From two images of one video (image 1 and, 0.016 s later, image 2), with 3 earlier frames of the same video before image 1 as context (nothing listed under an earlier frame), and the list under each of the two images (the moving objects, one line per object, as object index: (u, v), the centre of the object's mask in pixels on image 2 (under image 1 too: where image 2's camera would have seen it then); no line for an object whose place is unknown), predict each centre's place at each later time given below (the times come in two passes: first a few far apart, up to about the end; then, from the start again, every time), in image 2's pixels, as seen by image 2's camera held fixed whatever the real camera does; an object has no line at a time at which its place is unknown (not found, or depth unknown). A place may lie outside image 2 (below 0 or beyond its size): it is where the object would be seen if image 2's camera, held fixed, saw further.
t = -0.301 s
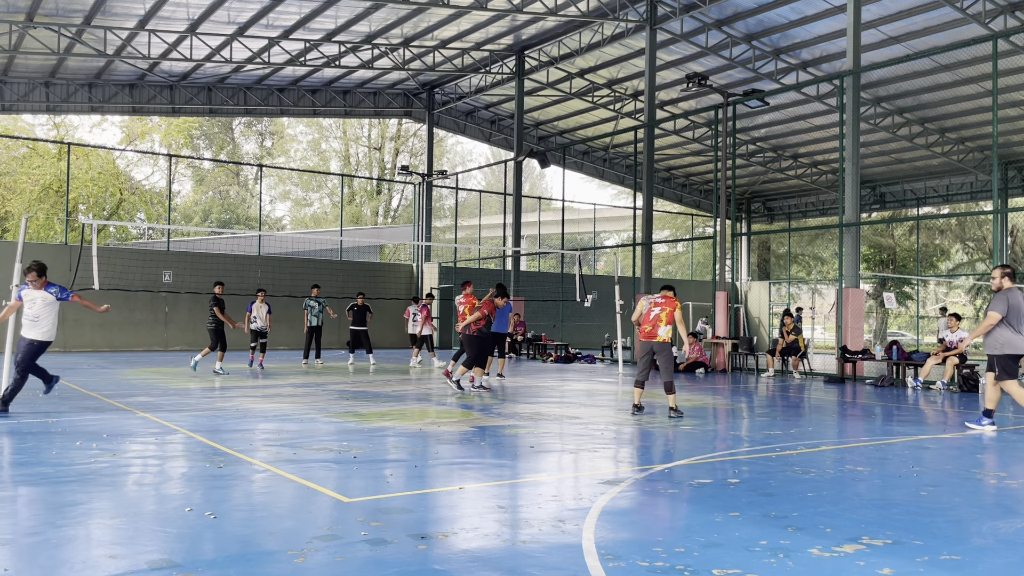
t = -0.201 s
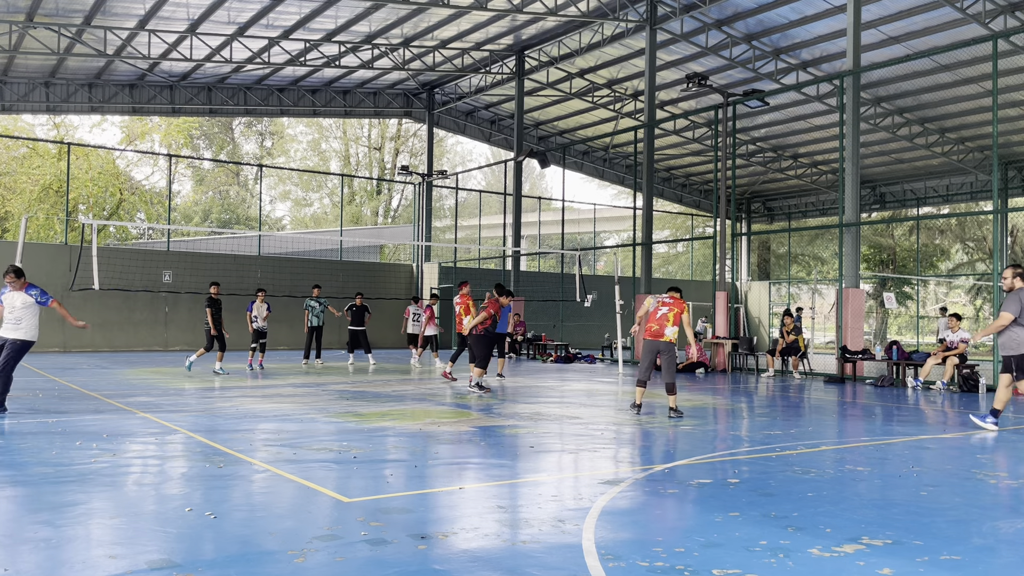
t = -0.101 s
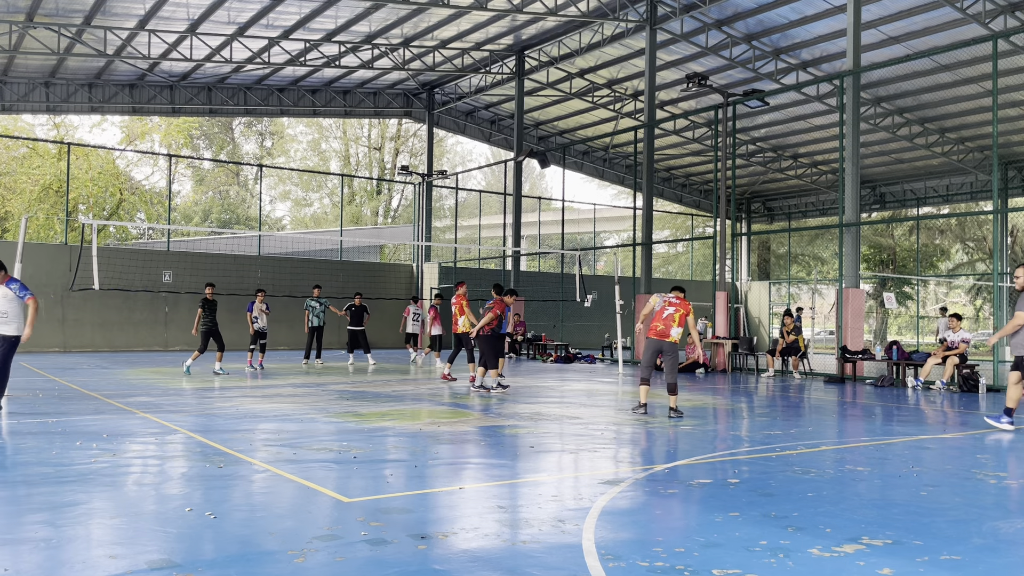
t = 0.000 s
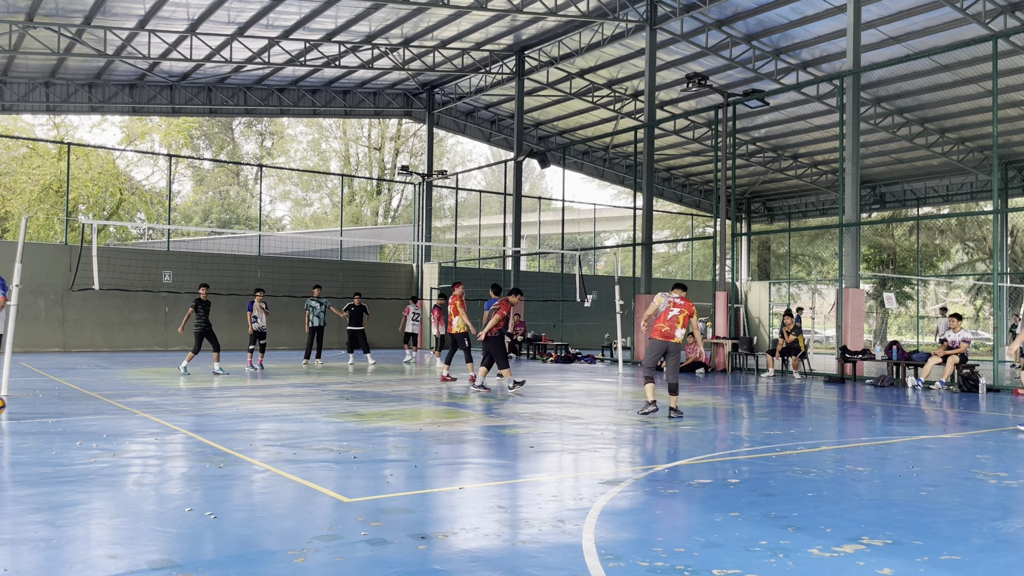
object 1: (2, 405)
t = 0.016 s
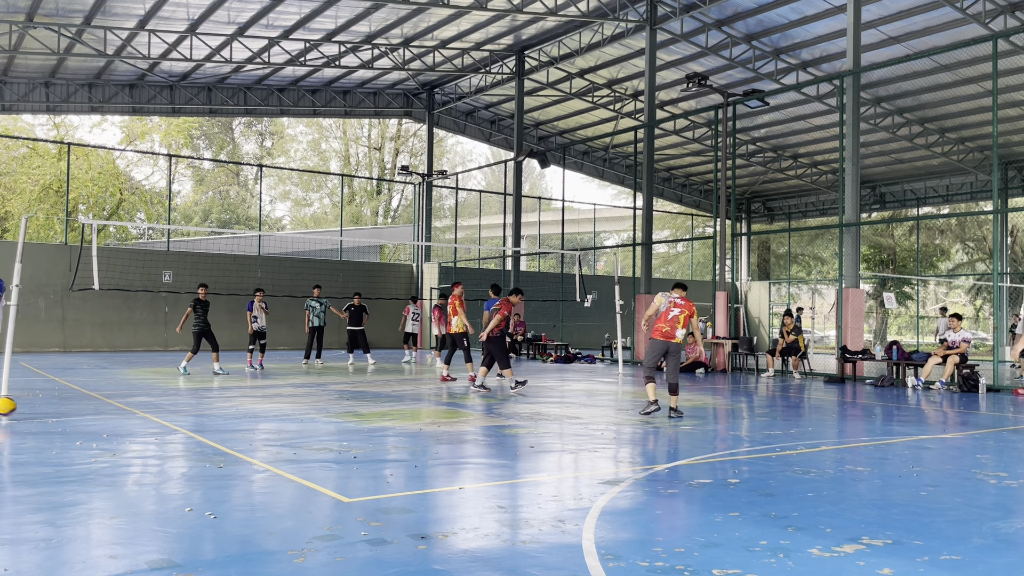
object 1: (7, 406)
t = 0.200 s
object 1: (112, 409)
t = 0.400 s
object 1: (215, 412)
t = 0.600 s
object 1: (303, 416)
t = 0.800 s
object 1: (385, 419)
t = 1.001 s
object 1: (468, 422)
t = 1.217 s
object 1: (558, 425)
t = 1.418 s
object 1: (642, 428)
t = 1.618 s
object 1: (725, 431)
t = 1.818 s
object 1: (809, 433)
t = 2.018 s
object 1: (893, 436)
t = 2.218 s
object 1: (978, 439)
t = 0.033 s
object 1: (15, 407)
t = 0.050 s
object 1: (26, 409)
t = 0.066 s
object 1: (37, 410)
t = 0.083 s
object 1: (47, 411)
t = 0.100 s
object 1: (56, 410)
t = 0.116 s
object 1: (65, 410)
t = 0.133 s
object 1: (75, 409)
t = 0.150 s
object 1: (84, 409)
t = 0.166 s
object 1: (93, 409)
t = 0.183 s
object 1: (103, 409)
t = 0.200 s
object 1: (112, 409)
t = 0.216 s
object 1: (122, 410)
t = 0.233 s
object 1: (131, 411)
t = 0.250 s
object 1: (141, 413)
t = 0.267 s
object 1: (150, 414)
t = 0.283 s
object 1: (158, 413)
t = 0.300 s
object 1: (167, 412)
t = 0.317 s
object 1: (174, 412)
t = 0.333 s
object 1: (182, 411)
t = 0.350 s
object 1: (190, 411)
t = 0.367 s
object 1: (199, 411)
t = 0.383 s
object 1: (207, 411)
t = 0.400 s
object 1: (215, 412)
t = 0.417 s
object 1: (223, 413)
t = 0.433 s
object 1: (231, 414)
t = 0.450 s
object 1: (239, 416)
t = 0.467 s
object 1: (247, 416)
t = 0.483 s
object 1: (253, 415)
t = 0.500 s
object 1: (260, 414)
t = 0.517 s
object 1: (268, 413)
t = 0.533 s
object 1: (274, 413)
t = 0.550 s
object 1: (282, 413)
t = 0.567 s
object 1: (288, 414)
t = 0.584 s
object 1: (295, 415)
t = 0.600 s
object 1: (303, 416)
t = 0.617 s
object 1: (309, 417)
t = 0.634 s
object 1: (316, 419)
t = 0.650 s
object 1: (323, 418)
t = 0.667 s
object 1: (330, 417)
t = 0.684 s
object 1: (337, 417)
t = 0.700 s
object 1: (344, 417)
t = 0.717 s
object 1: (351, 417)
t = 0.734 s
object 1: (358, 417)
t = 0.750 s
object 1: (365, 418)
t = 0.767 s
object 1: (371, 420)
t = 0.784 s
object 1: (378, 420)
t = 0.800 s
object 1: (385, 419)
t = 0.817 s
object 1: (392, 419)
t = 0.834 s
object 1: (399, 419)
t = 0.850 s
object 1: (406, 419)
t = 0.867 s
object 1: (413, 420)
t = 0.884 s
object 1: (420, 420)
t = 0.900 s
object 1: (426, 421)
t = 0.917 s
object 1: (433, 422)
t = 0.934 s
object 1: (440, 421)
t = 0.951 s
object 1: (447, 421)
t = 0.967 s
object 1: (455, 421)
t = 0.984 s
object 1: (461, 421)
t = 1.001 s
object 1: (468, 422)
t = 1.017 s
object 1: (475, 423)
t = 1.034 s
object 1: (482, 422)
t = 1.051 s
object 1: (489, 422)
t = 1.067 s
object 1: (496, 422)
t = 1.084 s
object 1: (503, 422)
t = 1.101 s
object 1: (510, 423)
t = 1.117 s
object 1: (516, 424)
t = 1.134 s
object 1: (523, 425)
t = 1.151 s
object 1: (531, 424)
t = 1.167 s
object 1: (537, 424)
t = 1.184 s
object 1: (544, 424)
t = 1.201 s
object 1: (551, 424)
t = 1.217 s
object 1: (558, 425)
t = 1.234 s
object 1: (565, 426)
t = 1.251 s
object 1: (571, 426)
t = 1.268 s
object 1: (578, 425)
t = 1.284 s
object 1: (585, 425)
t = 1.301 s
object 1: (592, 426)
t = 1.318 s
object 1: (600, 427)
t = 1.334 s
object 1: (607, 427)
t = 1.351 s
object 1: (613, 427)
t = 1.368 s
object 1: (620, 427)
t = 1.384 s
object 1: (627, 427)
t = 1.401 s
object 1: (634, 427)
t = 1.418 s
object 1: (642, 428)
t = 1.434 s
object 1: (649, 429)
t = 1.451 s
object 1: (655, 429)
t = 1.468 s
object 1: (662, 429)
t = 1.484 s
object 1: (669, 429)
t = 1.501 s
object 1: (676, 429)
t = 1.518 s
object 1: (683, 429)
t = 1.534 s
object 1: (690, 429)
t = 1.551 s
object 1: (697, 430)
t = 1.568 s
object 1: (704, 431)
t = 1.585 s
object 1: (711, 430)
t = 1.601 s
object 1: (718, 430)
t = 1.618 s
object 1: (725, 431)
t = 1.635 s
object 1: (732, 432)
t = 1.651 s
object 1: (739, 431)
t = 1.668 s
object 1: (746, 431)
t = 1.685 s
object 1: (753, 431)
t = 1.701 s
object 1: (760, 431)
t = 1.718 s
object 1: (767, 432)
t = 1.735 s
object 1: (774, 433)
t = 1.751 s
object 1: (781, 432)
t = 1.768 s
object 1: (788, 432)
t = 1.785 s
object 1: (795, 432)
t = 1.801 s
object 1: (802, 433)
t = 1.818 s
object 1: (809, 433)
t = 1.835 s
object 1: (816, 434)
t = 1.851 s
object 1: (823, 433)
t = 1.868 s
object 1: (830, 433)
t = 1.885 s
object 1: (837, 433)
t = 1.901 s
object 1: (844, 434)
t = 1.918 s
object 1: (851, 435)
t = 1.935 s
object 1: (858, 434)
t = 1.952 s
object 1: (865, 434)
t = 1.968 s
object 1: (872, 434)
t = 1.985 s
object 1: (879, 435)
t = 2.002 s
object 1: (887, 435)
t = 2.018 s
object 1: (893, 436)
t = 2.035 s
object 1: (901, 436)
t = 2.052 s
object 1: (908, 435)
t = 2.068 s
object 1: (915, 435)
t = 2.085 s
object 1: (922, 436)
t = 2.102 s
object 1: (929, 436)
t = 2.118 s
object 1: (936, 437)
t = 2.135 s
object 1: (943, 438)
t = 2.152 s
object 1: (950, 438)
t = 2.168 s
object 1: (957, 438)
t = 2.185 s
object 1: (964, 438)
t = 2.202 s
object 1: (971, 438)
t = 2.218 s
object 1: (978, 439)
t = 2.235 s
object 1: (985, 439)
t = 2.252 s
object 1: (992, 439)
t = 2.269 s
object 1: (999, 439)
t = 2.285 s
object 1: (1006, 439)
